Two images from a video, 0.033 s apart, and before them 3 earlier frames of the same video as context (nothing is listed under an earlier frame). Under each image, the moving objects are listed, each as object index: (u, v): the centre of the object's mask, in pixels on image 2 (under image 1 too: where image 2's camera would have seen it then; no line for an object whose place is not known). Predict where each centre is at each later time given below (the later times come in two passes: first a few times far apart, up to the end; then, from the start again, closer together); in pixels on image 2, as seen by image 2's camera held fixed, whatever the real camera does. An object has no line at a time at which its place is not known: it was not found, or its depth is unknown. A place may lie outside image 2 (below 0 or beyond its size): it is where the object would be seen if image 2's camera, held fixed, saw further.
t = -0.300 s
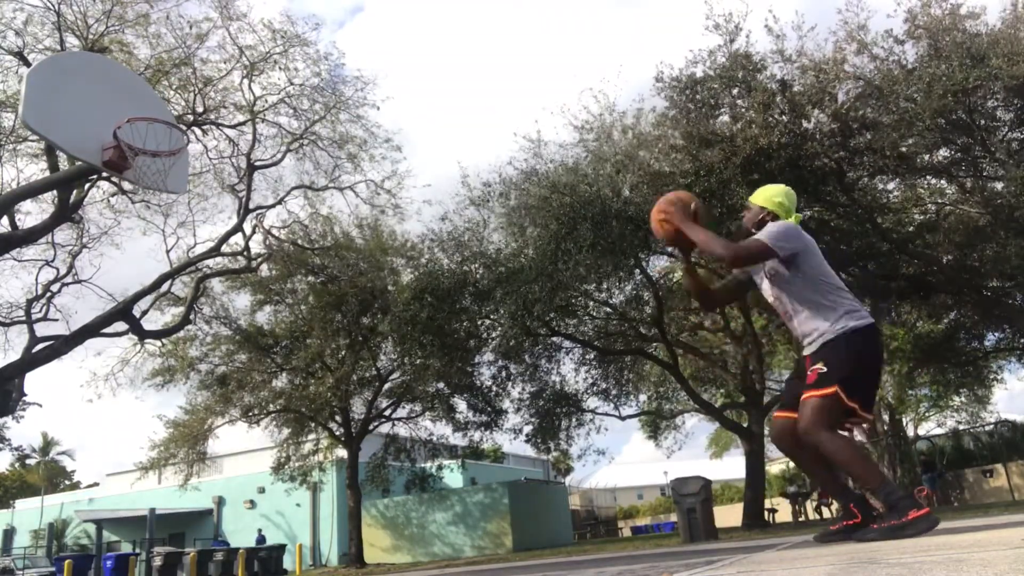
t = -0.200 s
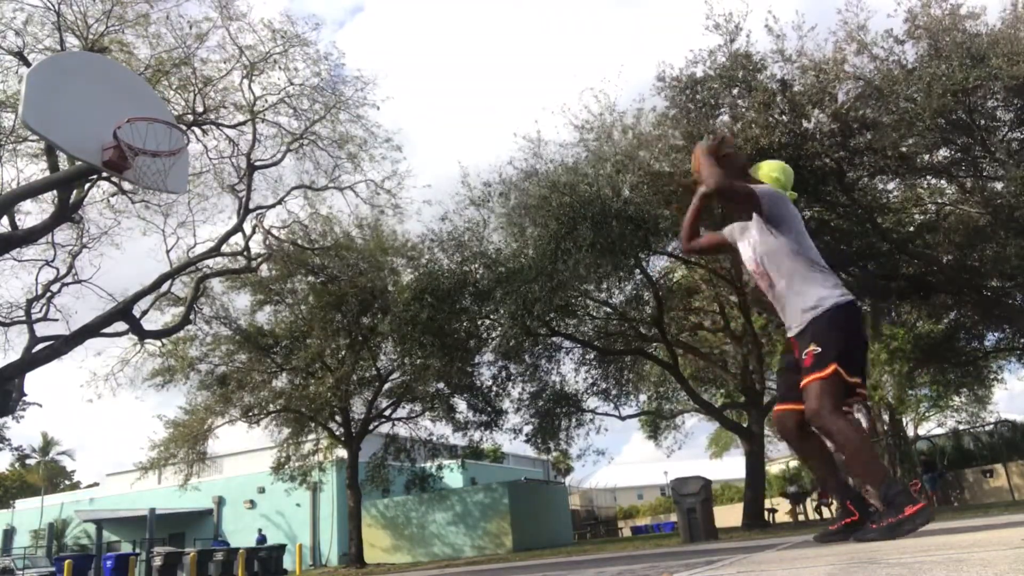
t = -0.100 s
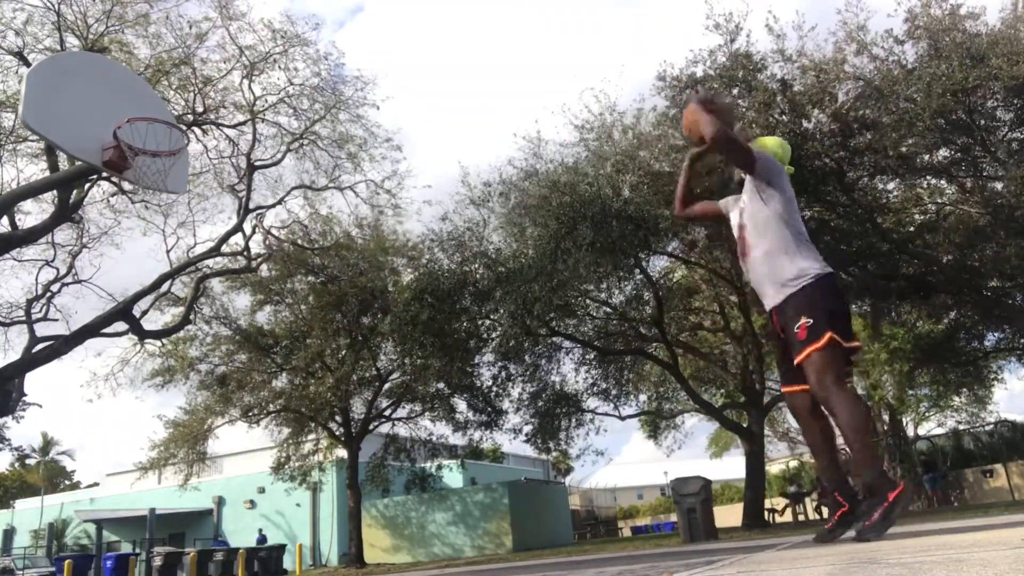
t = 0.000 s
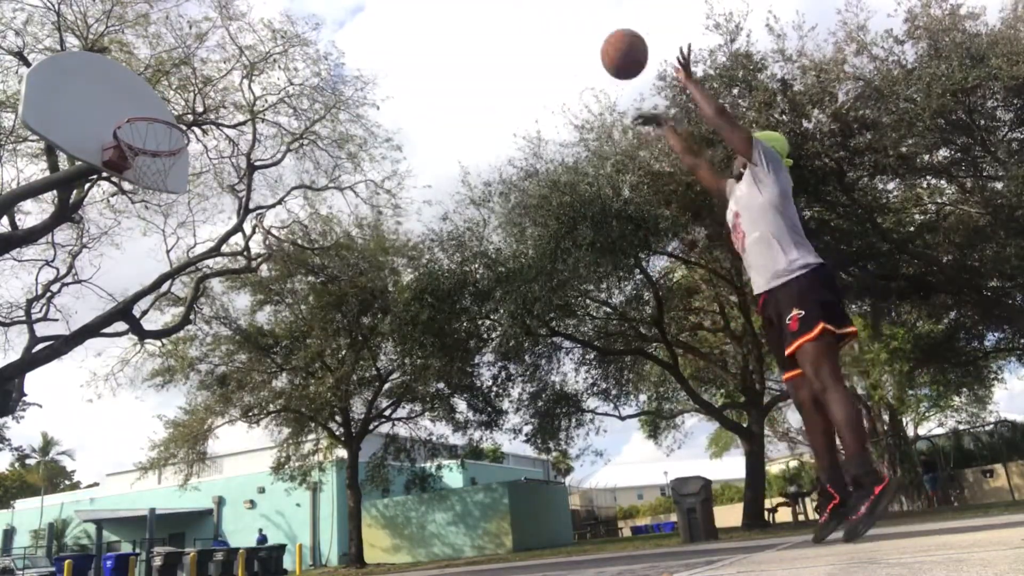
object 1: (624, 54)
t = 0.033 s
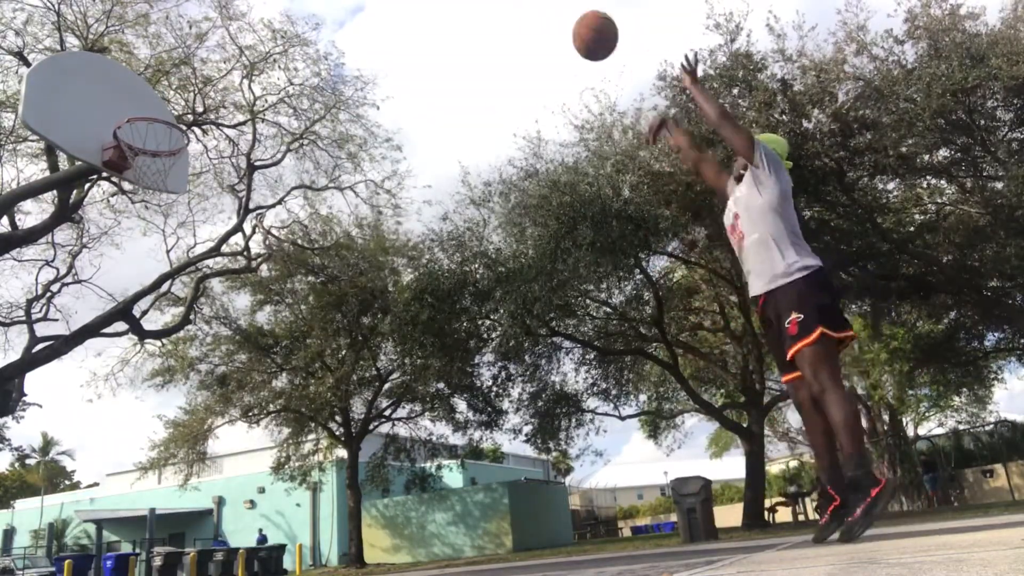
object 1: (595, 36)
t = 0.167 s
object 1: (495, 5)
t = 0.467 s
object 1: (327, 5)
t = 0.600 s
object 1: (266, 27)
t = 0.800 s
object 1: (185, 114)
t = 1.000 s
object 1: (213, 70)
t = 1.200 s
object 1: (242, 73)
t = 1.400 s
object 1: (271, 124)
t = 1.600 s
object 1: (301, 228)
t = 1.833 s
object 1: (342, 426)
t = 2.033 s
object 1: (366, 482)
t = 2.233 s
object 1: (368, 351)
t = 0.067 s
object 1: (568, 21)
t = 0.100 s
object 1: (542, 14)
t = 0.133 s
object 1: (518, 9)
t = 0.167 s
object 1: (495, 5)
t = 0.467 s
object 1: (327, 5)
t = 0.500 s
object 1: (310, 8)
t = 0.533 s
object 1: (295, 12)
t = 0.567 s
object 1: (279, 17)
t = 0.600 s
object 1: (266, 27)
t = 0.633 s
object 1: (251, 39)
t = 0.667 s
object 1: (237, 52)
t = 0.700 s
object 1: (223, 66)
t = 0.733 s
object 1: (210, 81)
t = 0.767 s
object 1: (196, 98)
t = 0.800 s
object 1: (185, 114)
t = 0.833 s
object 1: (188, 106)
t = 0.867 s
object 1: (193, 96)
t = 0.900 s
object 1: (198, 87)
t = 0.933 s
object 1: (203, 80)
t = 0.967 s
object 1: (207, 75)
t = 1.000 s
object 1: (213, 70)
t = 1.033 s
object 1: (216, 68)
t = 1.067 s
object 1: (222, 66)
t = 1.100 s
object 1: (227, 66)
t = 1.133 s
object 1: (232, 67)
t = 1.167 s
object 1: (236, 70)
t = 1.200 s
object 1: (242, 73)
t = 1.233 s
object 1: (246, 79)
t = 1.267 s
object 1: (251, 85)
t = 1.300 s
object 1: (255, 93)
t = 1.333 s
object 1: (260, 102)
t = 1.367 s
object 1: (265, 113)
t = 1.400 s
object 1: (271, 124)
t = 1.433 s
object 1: (275, 138)
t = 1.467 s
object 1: (280, 153)
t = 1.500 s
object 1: (285, 169)
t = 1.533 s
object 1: (290, 187)
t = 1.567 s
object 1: (296, 206)
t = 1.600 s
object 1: (301, 228)
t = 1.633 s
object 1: (306, 249)
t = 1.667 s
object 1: (313, 273)
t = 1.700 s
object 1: (317, 300)
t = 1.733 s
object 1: (324, 328)
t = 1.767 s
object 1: (330, 359)
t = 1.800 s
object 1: (335, 393)
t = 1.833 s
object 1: (342, 426)
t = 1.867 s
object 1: (348, 462)
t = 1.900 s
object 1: (356, 502)
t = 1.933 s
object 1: (362, 545)
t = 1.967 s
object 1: (365, 551)
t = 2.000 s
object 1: (366, 515)
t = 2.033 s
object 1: (366, 482)
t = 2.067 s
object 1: (367, 453)
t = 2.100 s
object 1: (365, 429)
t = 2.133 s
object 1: (365, 405)
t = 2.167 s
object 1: (367, 386)
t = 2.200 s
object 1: (366, 367)
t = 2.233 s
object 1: (368, 351)
